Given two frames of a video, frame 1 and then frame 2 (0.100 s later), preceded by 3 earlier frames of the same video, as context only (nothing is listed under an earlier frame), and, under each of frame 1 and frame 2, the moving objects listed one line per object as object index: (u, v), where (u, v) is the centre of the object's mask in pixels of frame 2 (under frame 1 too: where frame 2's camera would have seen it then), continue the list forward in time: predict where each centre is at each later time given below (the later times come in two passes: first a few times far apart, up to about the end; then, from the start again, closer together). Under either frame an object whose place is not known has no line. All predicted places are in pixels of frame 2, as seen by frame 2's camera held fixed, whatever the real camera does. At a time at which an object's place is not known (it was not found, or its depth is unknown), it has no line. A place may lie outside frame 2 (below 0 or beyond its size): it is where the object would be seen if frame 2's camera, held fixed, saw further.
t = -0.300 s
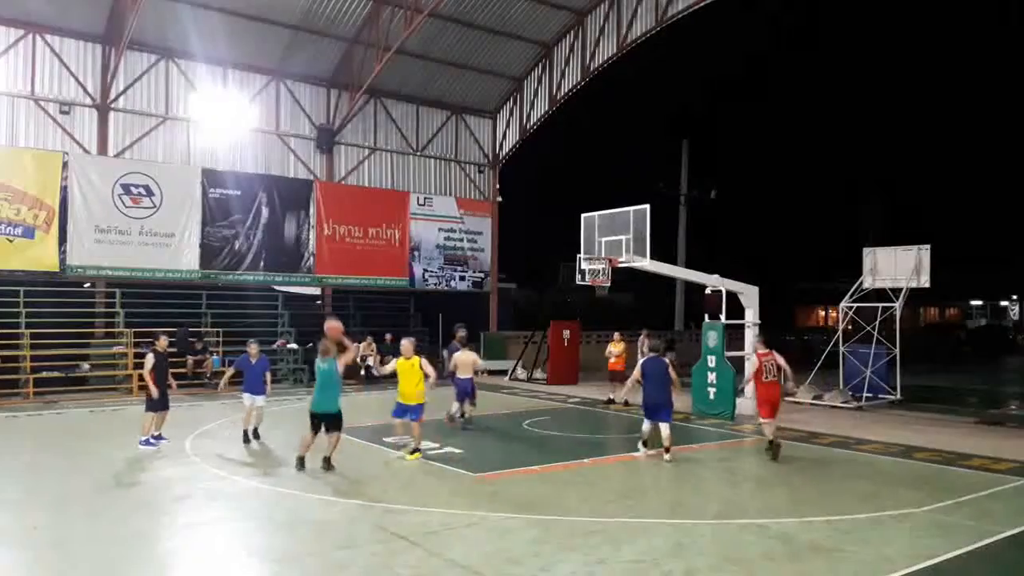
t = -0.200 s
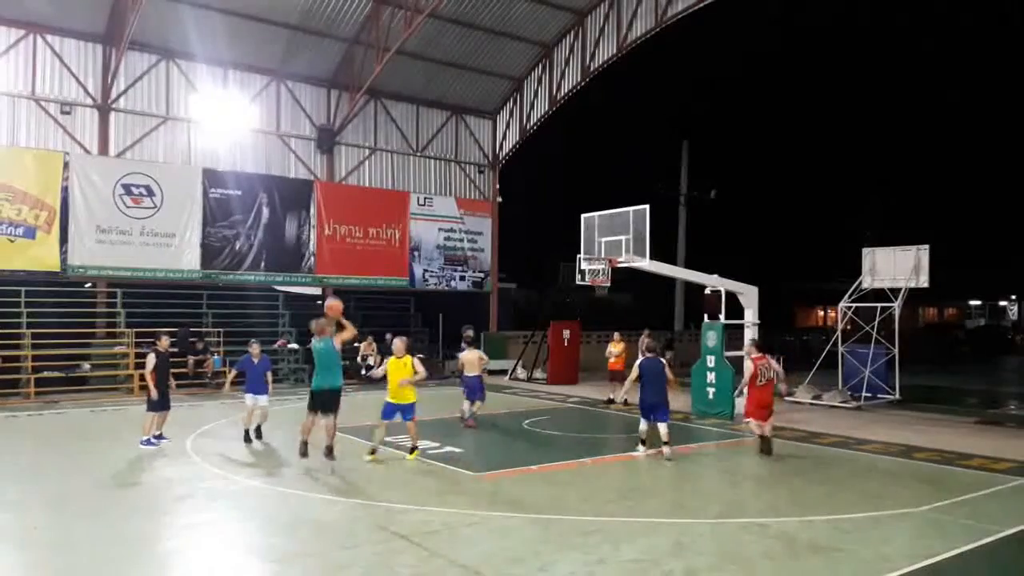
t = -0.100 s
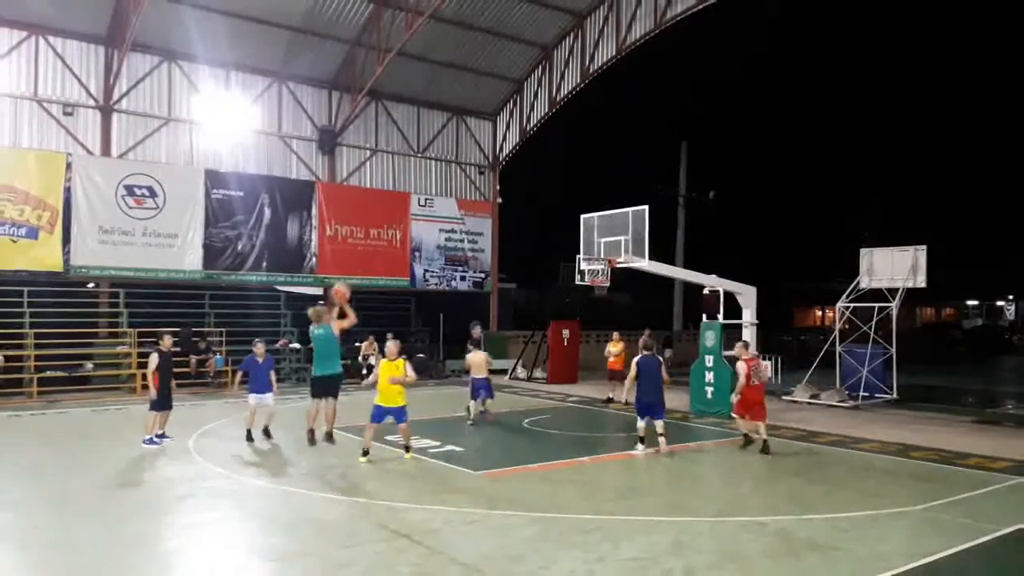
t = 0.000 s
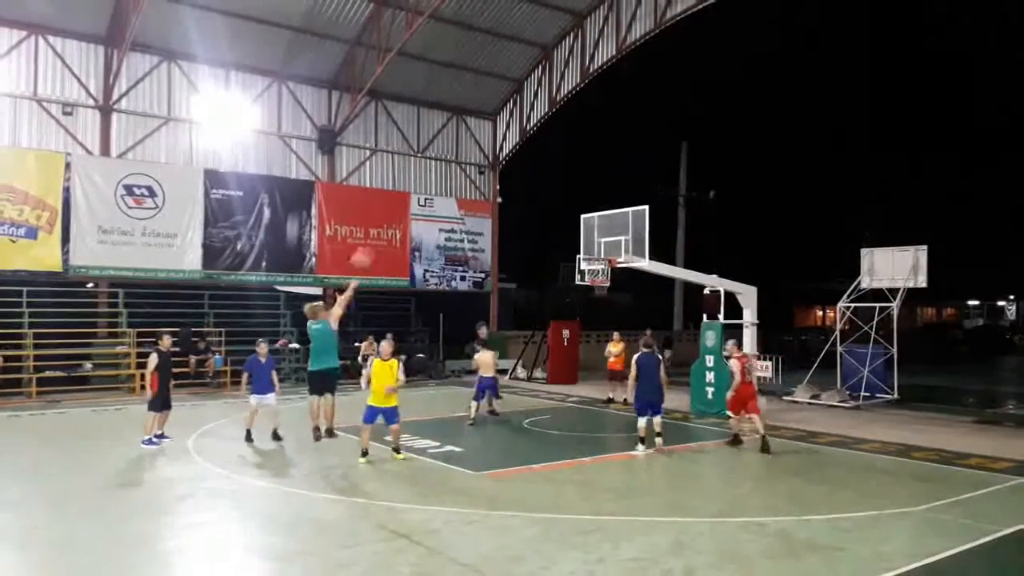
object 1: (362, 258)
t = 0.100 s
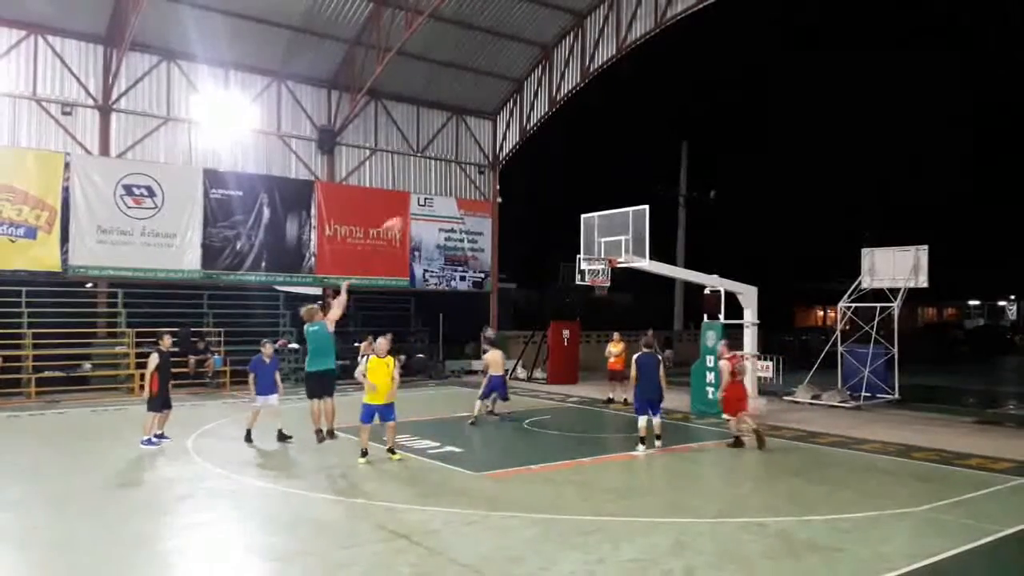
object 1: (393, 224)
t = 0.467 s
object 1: (490, 175)
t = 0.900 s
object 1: (580, 223)
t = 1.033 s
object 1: (599, 249)
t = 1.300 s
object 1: (599, 235)
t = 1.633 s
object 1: (570, 259)
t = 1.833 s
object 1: (552, 302)
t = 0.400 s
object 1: (473, 178)
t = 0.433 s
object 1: (481, 176)
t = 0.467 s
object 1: (490, 175)
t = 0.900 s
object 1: (580, 223)
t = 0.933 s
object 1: (587, 228)
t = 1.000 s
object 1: (597, 249)
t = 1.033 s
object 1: (599, 249)
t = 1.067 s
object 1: (605, 248)
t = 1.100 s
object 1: (607, 245)
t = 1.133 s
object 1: (608, 242)
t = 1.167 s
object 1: (609, 240)
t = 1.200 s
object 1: (610, 239)
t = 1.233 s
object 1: (606, 237)
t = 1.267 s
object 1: (604, 236)
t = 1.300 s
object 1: (599, 235)
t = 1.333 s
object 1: (597, 235)
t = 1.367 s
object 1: (596, 235)
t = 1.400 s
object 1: (593, 236)
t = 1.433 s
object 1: (591, 236)
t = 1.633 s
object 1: (570, 259)
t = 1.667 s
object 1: (568, 263)
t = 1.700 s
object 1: (565, 269)
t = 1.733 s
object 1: (562, 276)
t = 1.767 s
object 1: (558, 284)
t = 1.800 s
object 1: (555, 292)
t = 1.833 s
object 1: (552, 302)
